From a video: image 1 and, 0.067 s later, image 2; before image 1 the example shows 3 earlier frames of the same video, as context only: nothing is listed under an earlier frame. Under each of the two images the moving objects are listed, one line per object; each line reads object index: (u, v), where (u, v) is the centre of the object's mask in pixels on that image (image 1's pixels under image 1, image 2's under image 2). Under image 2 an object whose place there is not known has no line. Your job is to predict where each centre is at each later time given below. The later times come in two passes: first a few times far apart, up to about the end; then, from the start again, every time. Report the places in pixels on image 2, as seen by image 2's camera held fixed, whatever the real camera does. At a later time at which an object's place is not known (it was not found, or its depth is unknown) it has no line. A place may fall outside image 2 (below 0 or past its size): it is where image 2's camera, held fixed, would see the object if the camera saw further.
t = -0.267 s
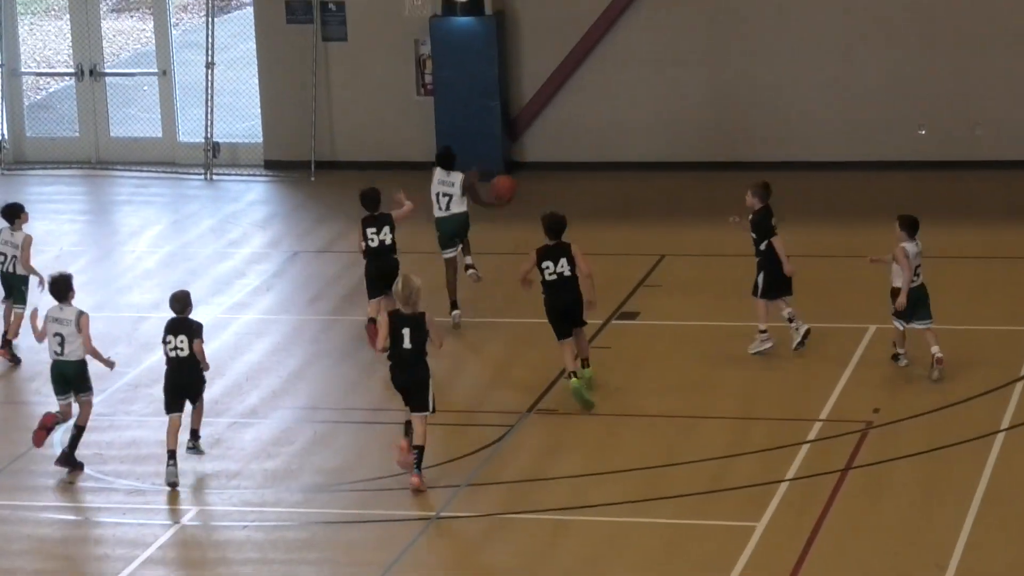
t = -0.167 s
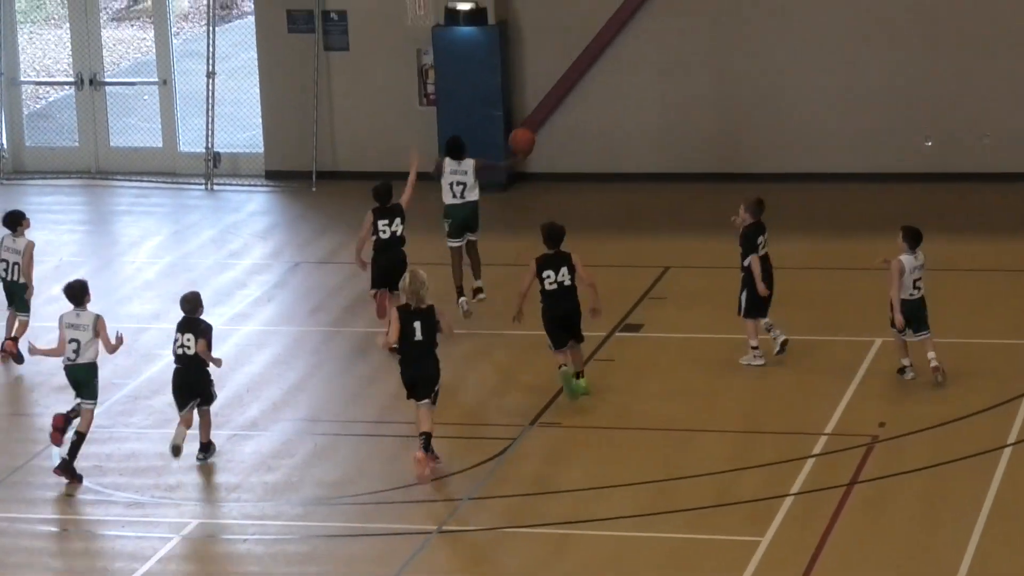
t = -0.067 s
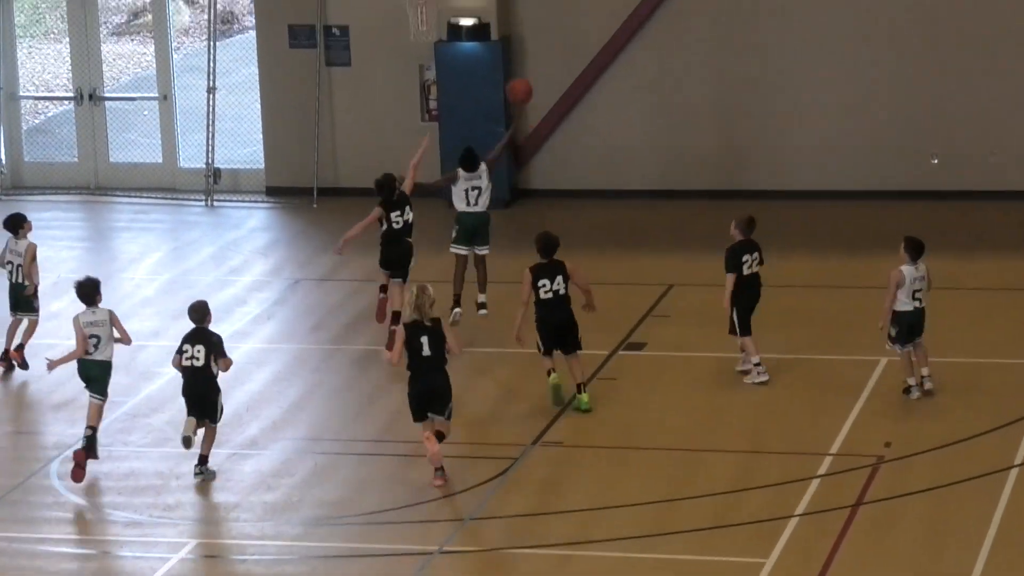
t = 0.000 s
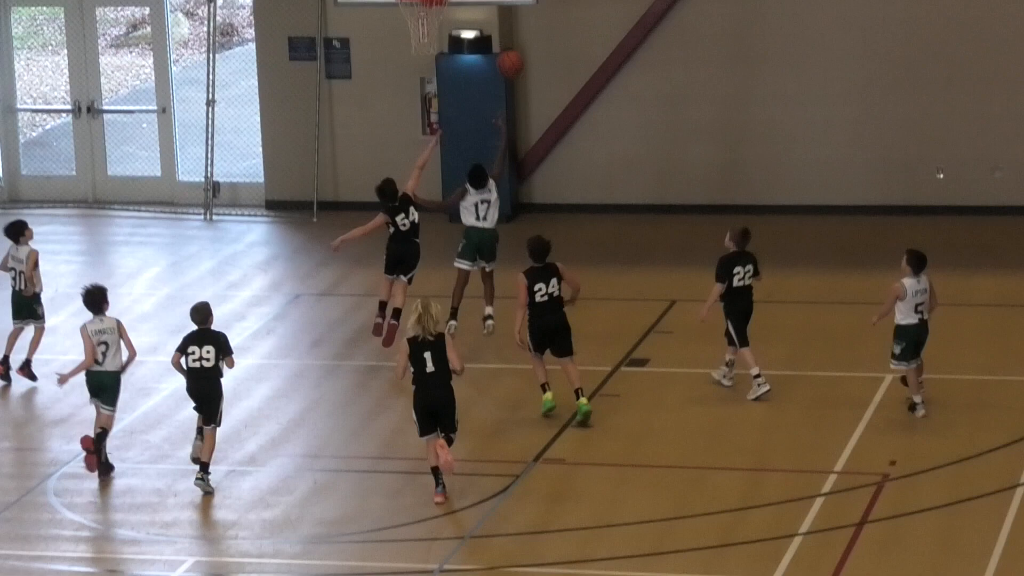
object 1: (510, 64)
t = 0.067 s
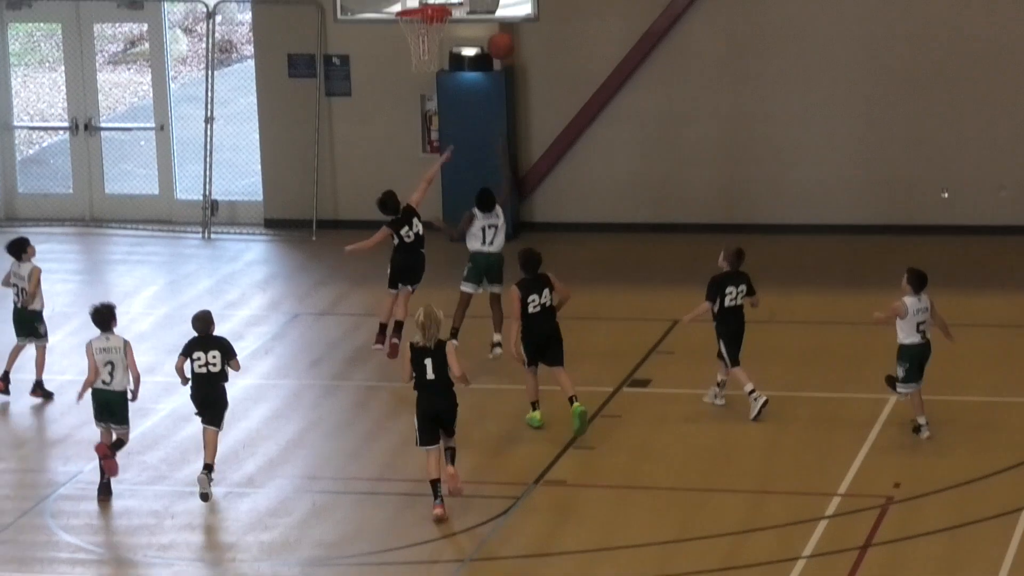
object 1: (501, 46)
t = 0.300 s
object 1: (466, -40)
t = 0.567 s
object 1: (420, -48)
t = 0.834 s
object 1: (376, 31)
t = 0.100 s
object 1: (496, 29)
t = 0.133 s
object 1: (490, 14)
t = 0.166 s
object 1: (485, 1)
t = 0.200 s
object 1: (480, -12)
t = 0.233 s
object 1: (475, -22)
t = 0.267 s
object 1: (470, -32)
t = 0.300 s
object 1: (466, -40)
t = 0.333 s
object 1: (461, -47)
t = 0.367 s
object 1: (456, -52)
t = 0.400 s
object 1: (450, -54)
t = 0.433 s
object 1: (444, -56)
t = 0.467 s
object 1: (438, -56)
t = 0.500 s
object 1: (432, -54)
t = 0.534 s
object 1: (426, -52)
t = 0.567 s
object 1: (420, -48)
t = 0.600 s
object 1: (414, -43)
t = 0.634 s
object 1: (409, -36)
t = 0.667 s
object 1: (403, -28)
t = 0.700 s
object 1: (397, -20)
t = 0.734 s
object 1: (392, -9)
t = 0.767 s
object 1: (386, 3)
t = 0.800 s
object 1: (381, 16)
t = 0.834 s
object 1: (376, 31)
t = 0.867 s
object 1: (369, 46)
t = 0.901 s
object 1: (364, 63)
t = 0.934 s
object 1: (360, 81)
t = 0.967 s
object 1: (355, 100)
